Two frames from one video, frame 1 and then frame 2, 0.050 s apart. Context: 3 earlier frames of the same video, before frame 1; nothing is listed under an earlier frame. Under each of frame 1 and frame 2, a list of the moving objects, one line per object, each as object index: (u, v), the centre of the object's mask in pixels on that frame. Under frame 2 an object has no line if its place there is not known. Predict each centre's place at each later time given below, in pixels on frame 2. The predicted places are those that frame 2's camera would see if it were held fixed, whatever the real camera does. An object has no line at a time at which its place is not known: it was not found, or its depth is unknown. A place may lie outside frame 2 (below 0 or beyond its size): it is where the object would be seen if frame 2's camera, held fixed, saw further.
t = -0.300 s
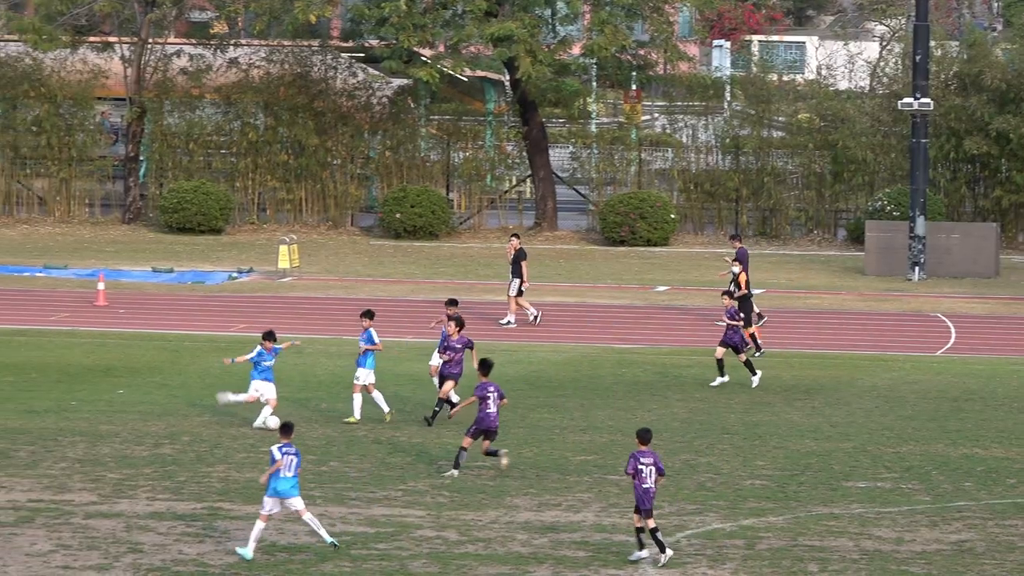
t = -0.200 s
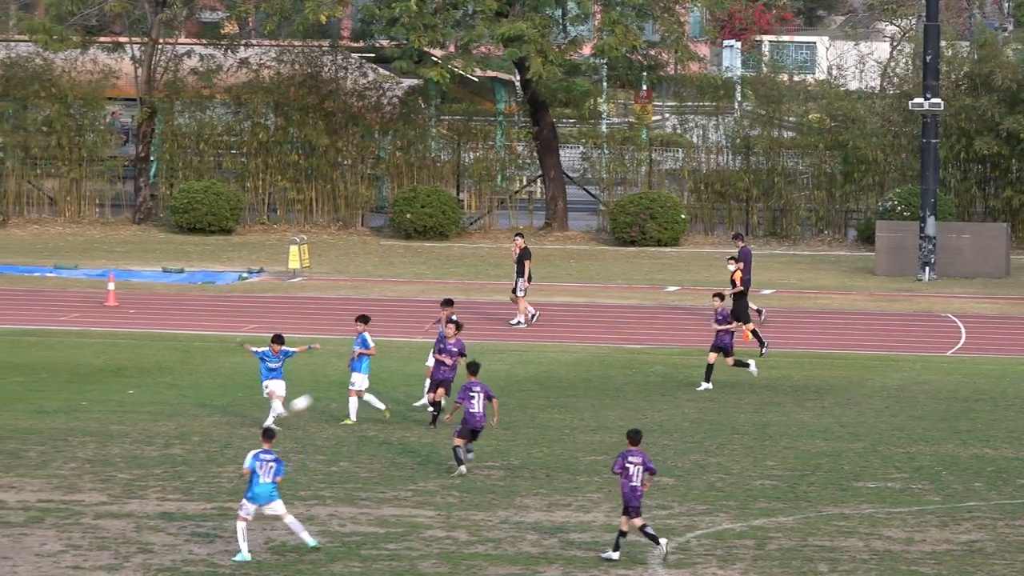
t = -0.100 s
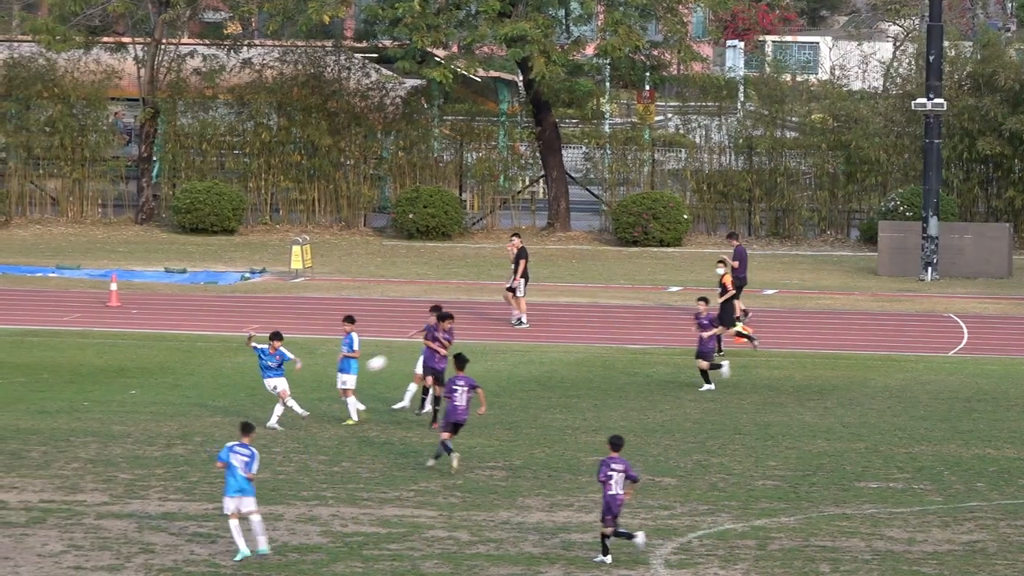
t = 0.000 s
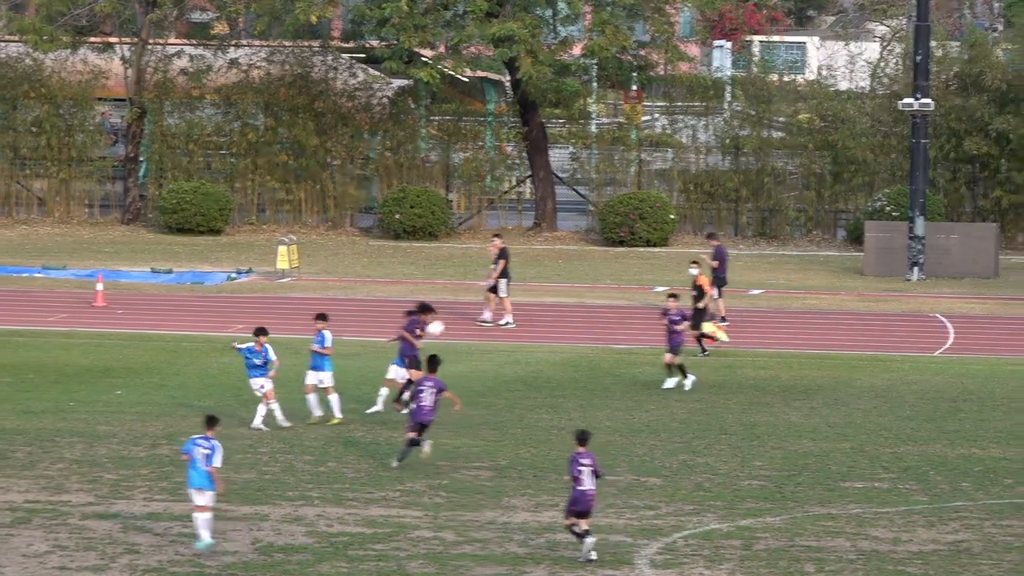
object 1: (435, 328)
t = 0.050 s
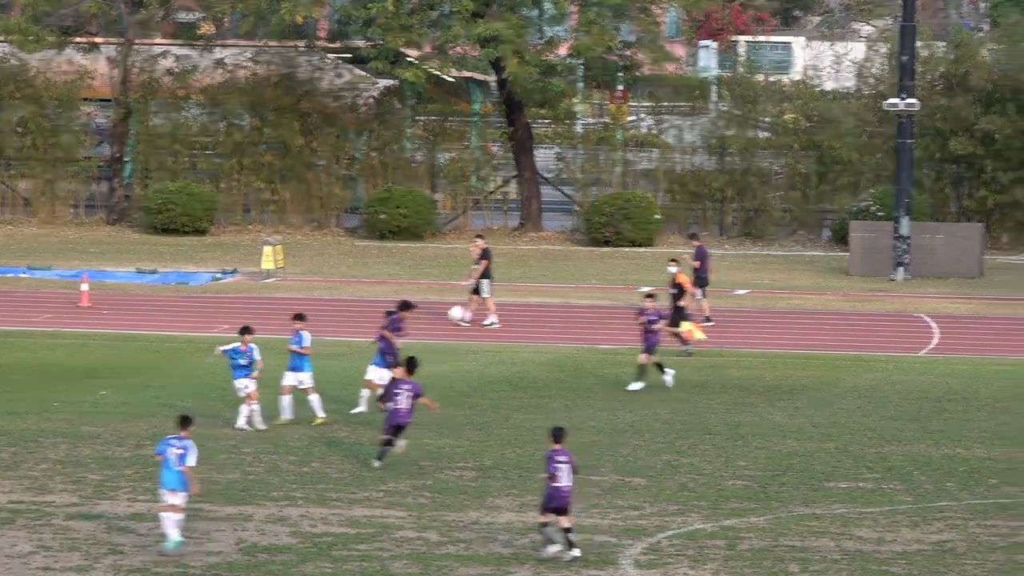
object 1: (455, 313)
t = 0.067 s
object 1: (465, 308)
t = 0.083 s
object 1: (474, 303)
